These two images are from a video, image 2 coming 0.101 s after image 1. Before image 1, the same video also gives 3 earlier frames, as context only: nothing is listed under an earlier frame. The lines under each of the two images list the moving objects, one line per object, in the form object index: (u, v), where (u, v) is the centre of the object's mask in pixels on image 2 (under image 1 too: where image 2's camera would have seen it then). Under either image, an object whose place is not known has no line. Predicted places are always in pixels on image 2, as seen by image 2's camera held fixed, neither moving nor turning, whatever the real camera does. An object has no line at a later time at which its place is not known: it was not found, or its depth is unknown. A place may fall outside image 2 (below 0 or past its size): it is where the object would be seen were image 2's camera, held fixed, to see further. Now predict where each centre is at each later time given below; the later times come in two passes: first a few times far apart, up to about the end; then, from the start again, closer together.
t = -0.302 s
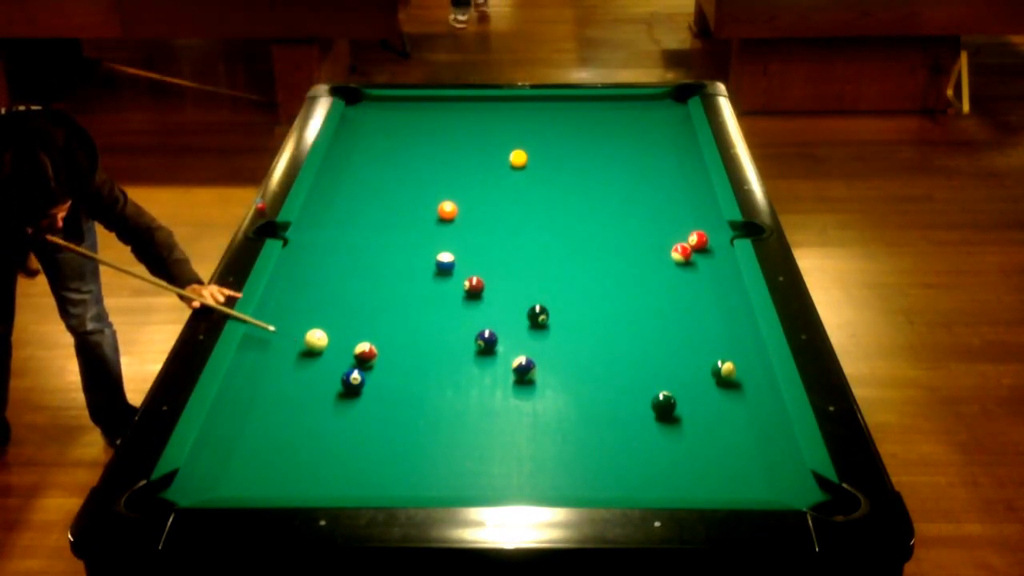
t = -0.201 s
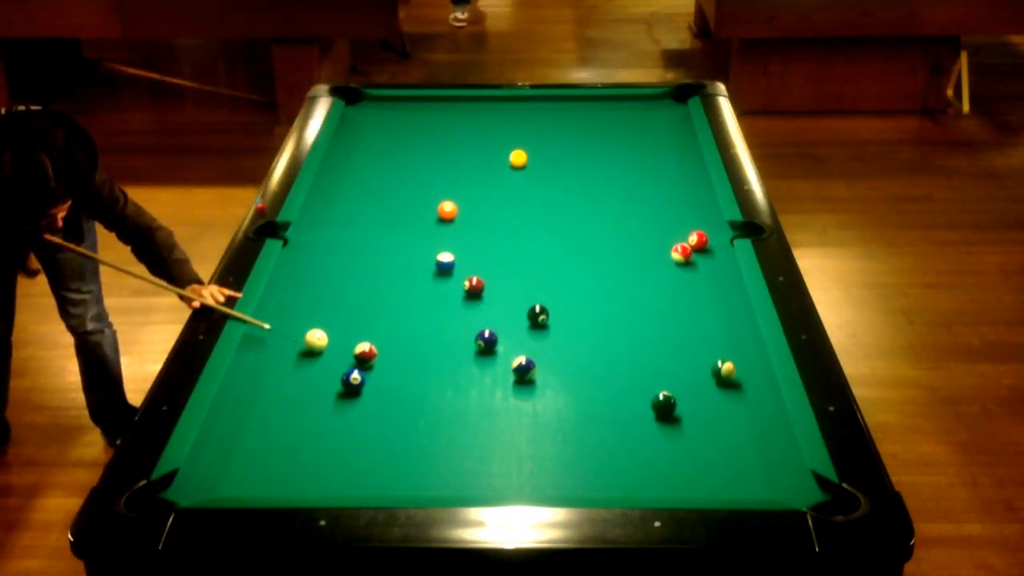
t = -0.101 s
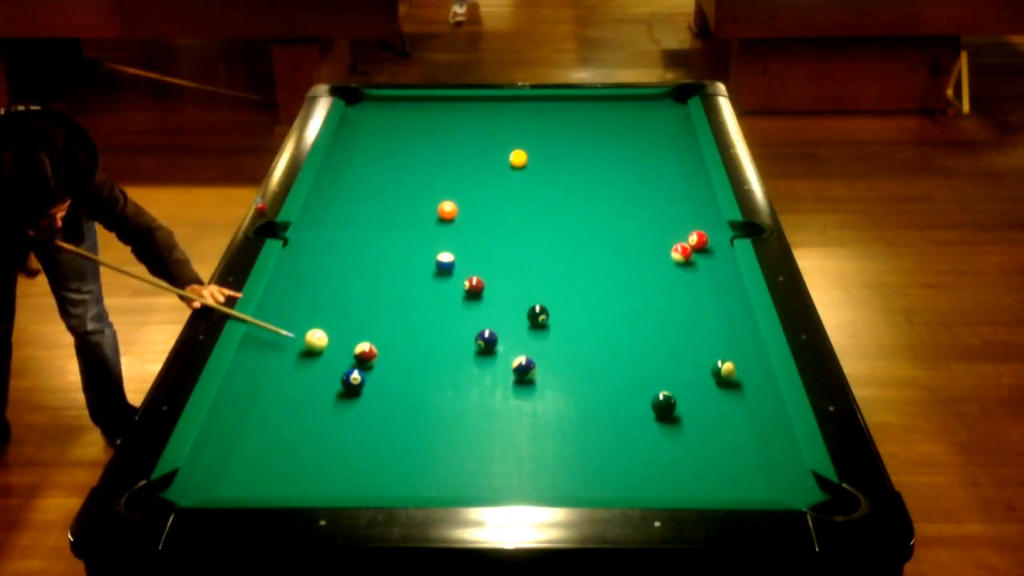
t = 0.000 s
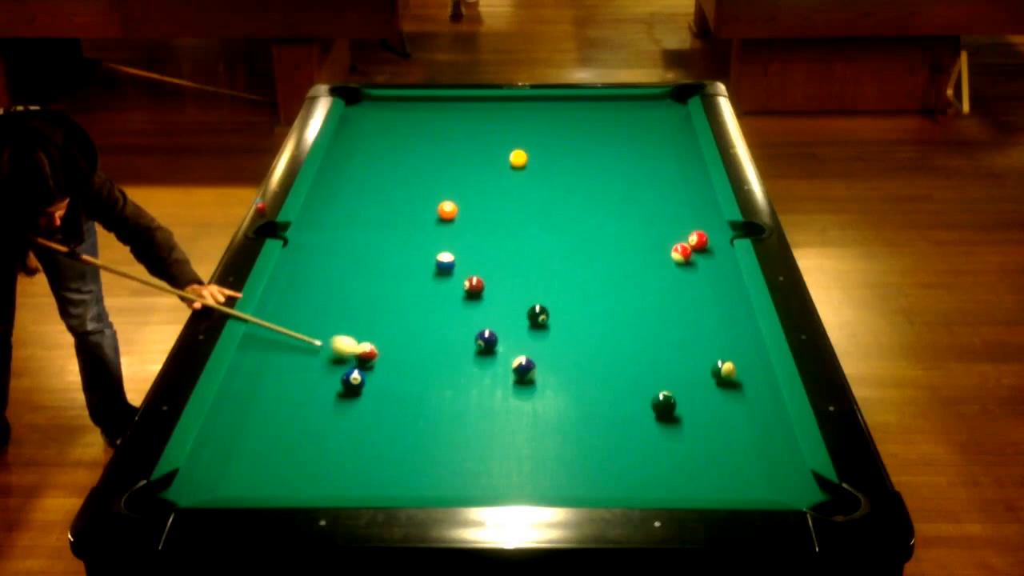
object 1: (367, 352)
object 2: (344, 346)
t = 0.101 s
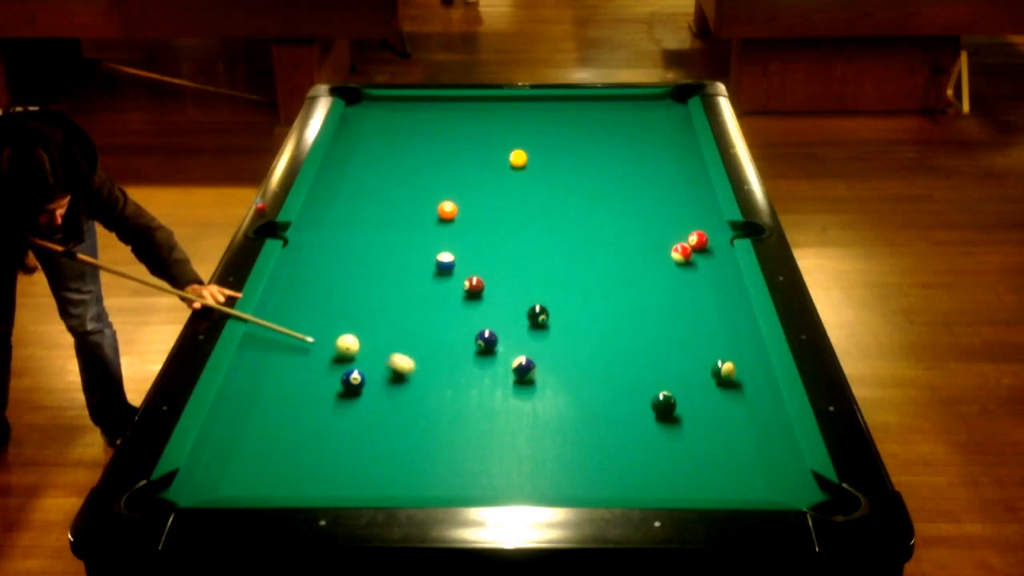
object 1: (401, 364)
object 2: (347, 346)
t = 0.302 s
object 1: (464, 384)
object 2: (347, 341)
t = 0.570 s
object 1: (549, 414)
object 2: (347, 337)
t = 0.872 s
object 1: (654, 450)
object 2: (347, 333)
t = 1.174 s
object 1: (766, 487)
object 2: (347, 331)
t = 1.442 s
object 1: (803, 482)
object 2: (347, 331)
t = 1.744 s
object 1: (791, 494)
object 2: (346, 331)
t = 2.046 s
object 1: (792, 493)
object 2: (346, 331)
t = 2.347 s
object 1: (794, 492)
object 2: (346, 331)
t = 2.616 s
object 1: (795, 492)
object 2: (347, 331)
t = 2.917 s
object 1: (795, 493)
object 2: (347, 331)
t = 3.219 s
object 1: (795, 493)
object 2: (346, 331)
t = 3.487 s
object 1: (795, 493)
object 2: (347, 331)
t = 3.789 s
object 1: (795, 493)
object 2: (347, 331)
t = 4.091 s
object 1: (795, 493)
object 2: (346, 331)
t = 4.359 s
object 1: (795, 493)
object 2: (346, 331)
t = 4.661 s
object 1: (796, 493)
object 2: (346, 331)
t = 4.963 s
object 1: (795, 493)
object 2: (346, 332)
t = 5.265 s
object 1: (795, 492)
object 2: (346, 332)
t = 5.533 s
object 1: (795, 493)
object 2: (346, 332)
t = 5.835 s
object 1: (796, 493)
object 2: (346, 332)
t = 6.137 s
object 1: (796, 493)
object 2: (346, 332)
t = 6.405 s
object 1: (796, 493)
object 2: (346, 332)
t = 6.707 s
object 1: (796, 493)
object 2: (346, 332)
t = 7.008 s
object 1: (796, 493)
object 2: (346, 332)
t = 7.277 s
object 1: (795, 493)
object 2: (346, 332)
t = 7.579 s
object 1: (795, 493)
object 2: (346, 332)
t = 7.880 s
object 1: (795, 493)
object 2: (346, 332)
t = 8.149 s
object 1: (796, 493)
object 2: (346, 332)
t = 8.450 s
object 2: (346, 332)
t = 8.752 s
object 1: (795, 491)
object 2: (346, 332)
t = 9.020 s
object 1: (795, 491)
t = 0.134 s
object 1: (410, 367)
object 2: (347, 345)
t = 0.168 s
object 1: (421, 370)
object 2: (347, 344)
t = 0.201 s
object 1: (432, 374)
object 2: (347, 343)
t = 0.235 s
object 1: (441, 377)
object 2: (348, 342)
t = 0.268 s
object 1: (452, 380)
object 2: (348, 341)
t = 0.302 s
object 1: (464, 384)
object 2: (347, 341)
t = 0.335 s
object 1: (472, 388)
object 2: (347, 340)
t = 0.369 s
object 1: (484, 390)
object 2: (347, 340)
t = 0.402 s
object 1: (496, 395)
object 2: (347, 339)
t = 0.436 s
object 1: (505, 400)
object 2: (347, 339)
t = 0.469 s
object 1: (515, 402)
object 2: (347, 338)
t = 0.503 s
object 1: (528, 406)
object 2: (347, 338)
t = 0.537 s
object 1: (538, 411)
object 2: (347, 337)
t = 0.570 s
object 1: (549, 414)
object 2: (347, 337)
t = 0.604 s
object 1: (562, 418)
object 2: (347, 336)
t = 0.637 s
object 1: (573, 423)
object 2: (347, 336)
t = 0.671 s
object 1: (584, 425)
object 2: (347, 335)
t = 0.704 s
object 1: (596, 429)
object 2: (347, 335)
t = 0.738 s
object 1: (607, 434)
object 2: (347, 335)
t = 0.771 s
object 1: (618, 437)
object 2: (346, 334)
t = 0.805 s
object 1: (631, 440)
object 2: (347, 334)
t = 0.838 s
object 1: (642, 446)
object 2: (346, 333)
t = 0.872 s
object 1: (654, 450)
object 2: (347, 333)
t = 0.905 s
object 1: (667, 453)
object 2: (347, 333)
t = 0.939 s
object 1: (679, 459)
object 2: (346, 333)
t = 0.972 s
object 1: (690, 463)
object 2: (347, 332)
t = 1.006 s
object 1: (705, 466)
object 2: (347, 332)
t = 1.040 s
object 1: (717, 471)
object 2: (347, 332)
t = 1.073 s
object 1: (727, 475)
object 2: (347, 332)
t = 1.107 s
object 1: (742, 479)
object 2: (347, 331)
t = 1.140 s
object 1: (756, 485)
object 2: (347, 331)
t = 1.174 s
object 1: (766, 487)
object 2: (347, 331)
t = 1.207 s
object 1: (775, 486)
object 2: (347, 331)
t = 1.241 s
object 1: (782, 484)
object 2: (347, 331)
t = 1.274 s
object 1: (788, 482)
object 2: (347, 331)
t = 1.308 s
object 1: (797, 481)
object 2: (347, 331)
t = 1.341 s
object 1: (805, 476)
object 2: (347, 331)
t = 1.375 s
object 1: (806, 478)
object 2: (347, 331)
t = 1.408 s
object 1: (805, 479)
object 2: (347, 331)
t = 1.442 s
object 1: (803, 482)
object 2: (347, 331)
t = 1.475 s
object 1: (802, 484)
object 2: (347, 331)
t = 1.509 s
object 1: (800, 486)
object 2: (346, 331)
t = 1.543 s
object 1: (799, 488)
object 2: (346, 331)
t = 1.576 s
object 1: (797, 490)
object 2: (346, 331)
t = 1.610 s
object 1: (796, 491)
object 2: (346, 331)
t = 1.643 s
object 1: (795, 491)
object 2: (346, 331)
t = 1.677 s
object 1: (794, 492)
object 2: (346, 331)
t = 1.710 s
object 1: (792, 493)
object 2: (346, 331)
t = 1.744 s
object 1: (791, 494)
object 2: (346, 331)
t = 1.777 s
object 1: (790, 494)
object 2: (346, 331)
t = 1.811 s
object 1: (790, 494)
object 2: (346, 331)
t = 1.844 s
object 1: (790, 494)
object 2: (346, 331)
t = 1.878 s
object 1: (790, 494)
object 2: (346, 331)
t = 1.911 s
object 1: (790, 494)
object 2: (346, 331)
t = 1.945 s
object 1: (791, 494)
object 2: (346, 331)
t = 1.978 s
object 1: (791, 494)
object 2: (346, 331)
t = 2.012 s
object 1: (791, 493)
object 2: (346, 331)
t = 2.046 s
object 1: (792, 493)
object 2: (346, 331)
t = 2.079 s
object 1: (792, 493)
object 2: (346, 331)
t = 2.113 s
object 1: (792, 493)
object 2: (346, 331)
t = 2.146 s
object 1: (793, 493)
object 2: (346, 331)
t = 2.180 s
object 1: (793, 493)
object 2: (346, 331)
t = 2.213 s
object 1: (793, 493)
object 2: (346, 331)
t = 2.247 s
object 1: (793, 493)
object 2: (346, 331)
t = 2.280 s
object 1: (794, 493)
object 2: (346, 331)
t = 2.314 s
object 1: (794, 492)
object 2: (346, 331)
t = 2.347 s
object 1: (794, 492)
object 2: (346, 331)
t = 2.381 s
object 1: (794, 492)
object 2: (346, 331)
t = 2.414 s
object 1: (795, 492)
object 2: (346, 331)
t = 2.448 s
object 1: (795, 492)
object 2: (346, 331)
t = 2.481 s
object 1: (795, 492)
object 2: (346, 331)
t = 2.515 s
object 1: (795, 492)
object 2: (346, 331)
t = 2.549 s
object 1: (795, 492)
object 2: (346, 331)
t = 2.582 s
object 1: (795, 492)
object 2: (346, 331)
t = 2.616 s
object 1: (795, 492)
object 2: (347, 331)
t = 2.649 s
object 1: (795, 493)
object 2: (347, 331)
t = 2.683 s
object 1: (795, 493)
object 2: (347, 331)
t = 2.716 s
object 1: (795, 493)
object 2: (347, 331)
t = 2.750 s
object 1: (795, 493)
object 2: (347, 331)
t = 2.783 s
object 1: (795, 493)
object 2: (347, 331)
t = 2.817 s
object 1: (795, 493)
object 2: (347, 331)
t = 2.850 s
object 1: (795, 493)
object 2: (347, 331)
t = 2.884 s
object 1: (795, 493)
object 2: (347, 331)
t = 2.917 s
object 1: (795, 493)
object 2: (347, 331)
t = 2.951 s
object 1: (795, 493)
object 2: (347, 331)
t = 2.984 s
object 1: (795, 493)
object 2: (346, 331)
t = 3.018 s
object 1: (795, 493)
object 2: (346, 331)
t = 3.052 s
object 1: (795, 493)
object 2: (346, 331)
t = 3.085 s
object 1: (795, 493)
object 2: (347, 331)
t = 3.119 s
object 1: (795, 493)
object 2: (347, 331)
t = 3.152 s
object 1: (795, 493)
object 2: (347, 331)
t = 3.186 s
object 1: (795, 493)
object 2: (346, 331)
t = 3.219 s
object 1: (795, 493)
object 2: (346, 331)
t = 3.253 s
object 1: (795, 493)
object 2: (346, 331)
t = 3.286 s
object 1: (795, 493)
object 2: (346, 331)
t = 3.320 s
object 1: (795, 493)
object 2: (346, 331)
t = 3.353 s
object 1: (795, 493)
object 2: (346, 331)
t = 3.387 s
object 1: (795, 493)
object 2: (347, 331)
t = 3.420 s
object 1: (795, 493)
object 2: (347, 331)
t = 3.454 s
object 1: (795, 493)
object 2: (347, 331)
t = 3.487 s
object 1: (795, 493)
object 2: (347, 331)
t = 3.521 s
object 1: (795, 493)
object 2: (347, 331)
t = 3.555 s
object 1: (795, 493)
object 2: (346, 331)
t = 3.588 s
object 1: (795, 493)
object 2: (347, 331)
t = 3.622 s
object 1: (795, 493)
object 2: (346, 331)
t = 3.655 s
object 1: (795, 493)
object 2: (346, 331)
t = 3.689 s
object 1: (795, 493)
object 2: (347, 331)
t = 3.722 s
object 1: (795, 493)
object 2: (346, 331)
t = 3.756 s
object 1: (795, 493)
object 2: (347, 331)
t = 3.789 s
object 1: (795, 493)
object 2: (347, 331)
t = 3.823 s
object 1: (795, 493)
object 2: (347, 331)
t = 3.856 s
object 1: (795, 493)
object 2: (347, 331)
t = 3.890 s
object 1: (795, 493)
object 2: (346, 331)
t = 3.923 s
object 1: (795, 493)
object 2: (346, 331)
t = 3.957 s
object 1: (795, 493)
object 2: (347, 331)
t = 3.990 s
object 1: (795, 493)
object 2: (346, 331)
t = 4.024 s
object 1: (795, 493)
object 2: (346, 331)
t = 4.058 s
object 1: (795, 493)
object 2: (346, 331)
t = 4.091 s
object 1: (795, 493)
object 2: (346, 331)
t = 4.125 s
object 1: (795, 493)
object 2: (346, 331)
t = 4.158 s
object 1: (795, 493)
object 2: (346, 331)
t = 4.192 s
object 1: (795, 493)
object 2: (346, 331)
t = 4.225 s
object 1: (795, 493)
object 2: (346, 331)
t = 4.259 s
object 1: (795, 493)
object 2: (346, 331)
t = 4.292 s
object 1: (795, 493)
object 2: (346, 331)
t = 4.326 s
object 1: (795, 493)
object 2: (346, 331)
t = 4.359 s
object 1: (795, 493)
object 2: (346, 331)
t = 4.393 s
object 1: (795, 493)
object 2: (346, 331)
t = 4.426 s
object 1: (795, 493)
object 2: (346, 331)
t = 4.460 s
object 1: (795, 493)
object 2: (346, 331)
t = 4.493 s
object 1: (795, 493)
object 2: (346, 331)
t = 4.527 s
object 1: (796, 493)
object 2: (346, 331)
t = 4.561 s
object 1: (795, 493)
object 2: (346, 331)
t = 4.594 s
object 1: (795, 493)
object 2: (346, 331)
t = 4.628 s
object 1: (795, 493)
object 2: (346, 331)
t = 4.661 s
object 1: (796, 493)
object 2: (346, 331)
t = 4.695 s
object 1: (795, 493)
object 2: (346, 331)
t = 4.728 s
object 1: (796, 493)
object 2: (346, 332)
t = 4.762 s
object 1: (796, 493)
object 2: (346, 332)
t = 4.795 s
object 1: (796, 493)
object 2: (346, 332)
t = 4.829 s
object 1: (795, 493)
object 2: (346, 332)
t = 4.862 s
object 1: (795, 493)
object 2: (346, 332)
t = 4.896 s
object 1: (795, 493)
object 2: (346, 332)
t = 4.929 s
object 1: (795, 493)
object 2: (346, 332)
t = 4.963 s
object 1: (795, 493)
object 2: (346, 332)
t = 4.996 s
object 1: (795, 493)
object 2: (346, 332)
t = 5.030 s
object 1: (795, 493)
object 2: (346, 332)
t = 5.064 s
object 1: (796, 493)
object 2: (346, 332)
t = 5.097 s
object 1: (795, 493)
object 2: (346, 332)
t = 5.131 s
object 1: (795, 493)
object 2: (346, 332)
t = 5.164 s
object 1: (796, 492)
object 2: (346, 332)
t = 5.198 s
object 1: (795, 492)
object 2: (346, 332)
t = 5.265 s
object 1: (795, 492)
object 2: (346, 332)
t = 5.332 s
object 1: (795, 492)
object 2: (346, 332)
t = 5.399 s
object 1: (795, 492)
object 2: (346, 332)
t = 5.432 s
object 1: (795, 493)
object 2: (346, 332)
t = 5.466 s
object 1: (795, 493)
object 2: (346, 332)
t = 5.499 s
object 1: (795, 493)
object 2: (346, 332)
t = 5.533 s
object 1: (795, 493)
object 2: (346, 332)
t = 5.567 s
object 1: (796, 493)
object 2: (346, 332)
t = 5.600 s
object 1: (795, 493)
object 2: (346, 332)
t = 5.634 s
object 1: (796, 493)
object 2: (346, 332)
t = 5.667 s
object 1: (795, 493)
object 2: (346, 332)
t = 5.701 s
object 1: (796, 493)
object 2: (346, 332)
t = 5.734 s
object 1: (796, 493)
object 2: (346, 332)
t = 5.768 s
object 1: (796, 493)
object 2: (346, 332)
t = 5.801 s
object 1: (796, 493)
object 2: (346, 332)
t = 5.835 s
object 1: (796, 493)
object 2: (346, 332)
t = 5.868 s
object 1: (796, 493)
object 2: (346, 332)
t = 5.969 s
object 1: (796, 493)
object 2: (346, 332)
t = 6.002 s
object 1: (796, 493)
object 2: (346, 332)
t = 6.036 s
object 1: (796, 493)
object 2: (346, 332)
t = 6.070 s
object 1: (796, 493)
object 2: (346, 332)
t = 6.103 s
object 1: (796, 493)
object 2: (346, 332)
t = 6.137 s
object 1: (796, 493)
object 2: (346, 332)
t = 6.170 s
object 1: (796, 493)
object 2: (346, 332)
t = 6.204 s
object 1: (796, 493)
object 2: (346, 332)
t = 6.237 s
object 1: (796, 493)
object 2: (346, 332)
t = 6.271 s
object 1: (796, 493)
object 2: (346, 332)
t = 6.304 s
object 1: (796, 493)
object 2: (346, 332)
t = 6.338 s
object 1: (796, 493)
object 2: (346, 332)
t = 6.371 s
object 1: (796, 493)
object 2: (346, 332)
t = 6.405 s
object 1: (796, 493)
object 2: (346, 332)
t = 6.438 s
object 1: (796, 493)
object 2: (346, 332)
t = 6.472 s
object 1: (796, 493)
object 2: (346, 332)
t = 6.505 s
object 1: (796, 493)
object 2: (346, 332)
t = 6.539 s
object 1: (796, 493)
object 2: (346, 332)
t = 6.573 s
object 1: (796, 493)
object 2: (346, 332)
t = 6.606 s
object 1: (796, 493)
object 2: (346, 332)
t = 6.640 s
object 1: (796, 493)
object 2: (346, 332)
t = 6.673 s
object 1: (796, 493)
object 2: (346, 332)
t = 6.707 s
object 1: (796, 493)
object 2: (346, 332)
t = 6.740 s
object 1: (796, 493)
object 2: (346, 332)
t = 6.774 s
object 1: (796, 493)
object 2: (346, 332)
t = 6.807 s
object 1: (796, 493)
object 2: (346, 332)
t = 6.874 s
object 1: (796, 493)
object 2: (346, 332)
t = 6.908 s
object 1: (796, 493)
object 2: (346, 332)
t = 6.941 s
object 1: (796, 493)
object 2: (346, 332)
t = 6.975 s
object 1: (795, 493)
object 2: (346, 332)
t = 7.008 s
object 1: (796, 493)
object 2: (346, 332)
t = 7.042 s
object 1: (796, 493)
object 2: (346, 332)
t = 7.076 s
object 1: (795, 493)
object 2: (346, 332)
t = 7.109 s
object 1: (795, 493)
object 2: (346, 332)
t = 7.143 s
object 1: (795, 493)
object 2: (346, 332)
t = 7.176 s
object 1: (795, 493)
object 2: (346, 332)
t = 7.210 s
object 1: (795, 493)
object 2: (346, 332)
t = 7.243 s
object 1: (795, 493)
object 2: (346, 332)
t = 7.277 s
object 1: (795, 493)
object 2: (346, 332)
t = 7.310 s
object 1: (795, 493)
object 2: (346, 332)
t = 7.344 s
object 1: (795, 493)
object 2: (346, 332)
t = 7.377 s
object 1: (795, 493)
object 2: (346, 332)
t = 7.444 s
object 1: (795, 493)
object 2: (346, 332)
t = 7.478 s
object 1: (795, 493)
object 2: (346, 332)
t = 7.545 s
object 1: (795, 493)
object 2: (346, 332)
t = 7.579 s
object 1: (795, 493)
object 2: (346, 332)
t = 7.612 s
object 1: (795, 493)
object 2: (346, 332)
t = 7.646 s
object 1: (796, 493)
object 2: (346, 332)
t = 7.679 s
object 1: (796, 493)
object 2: (346, 332)
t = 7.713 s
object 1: (796, 493)
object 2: (346, 332)
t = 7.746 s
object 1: (796, 493)
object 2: (346, 332)
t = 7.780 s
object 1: (796, 493)
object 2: (346, 332)
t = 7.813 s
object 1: (796, 493)
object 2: (346, 332)
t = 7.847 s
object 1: (796, 493)
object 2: (346, 332)
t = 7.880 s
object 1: (795, 493)
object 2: (346, 332)
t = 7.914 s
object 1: (795, 493)
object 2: (346, 332)
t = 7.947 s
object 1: (796, 493)
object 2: (346, 332)
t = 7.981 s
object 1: (795, 493)
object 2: (346, 332)
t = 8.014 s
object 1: (796, 493)
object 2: (346, 332)
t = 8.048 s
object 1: (796, 493)
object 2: (346, 332)
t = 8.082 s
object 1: (796, 493)
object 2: (346, 332)
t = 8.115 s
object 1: (796, 493)
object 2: (346, 332)
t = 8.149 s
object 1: (796, 493)
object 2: (346, 332)
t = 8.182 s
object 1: (796, 493)
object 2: (346, 332)
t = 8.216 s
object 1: (796, 493)
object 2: (346, 332)
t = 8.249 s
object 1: (796, 493)
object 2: (346, 332)
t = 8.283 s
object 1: (796, 493)
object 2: (346, 332)
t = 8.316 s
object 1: (796, 492)
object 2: (346, 332)
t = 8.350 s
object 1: (791, 488)
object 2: (346, 332)
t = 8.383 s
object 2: (346, 332)
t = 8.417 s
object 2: (346, 332)
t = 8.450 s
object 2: (346, 332)
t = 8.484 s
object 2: (346, 332)
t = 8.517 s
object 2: (346, 332)
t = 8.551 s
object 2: (346, 332)
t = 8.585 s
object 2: (346, 332)
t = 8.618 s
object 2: (346, 332)
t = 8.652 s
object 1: (796, 491)
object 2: (346, 332)
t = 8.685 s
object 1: (795, 491)
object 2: (346, 332)
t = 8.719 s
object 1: (795, 491)
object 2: (346, 332)
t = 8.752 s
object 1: (795, 491)
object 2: (346, 332)
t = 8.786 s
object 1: (795, 492)
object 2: (346, 332)
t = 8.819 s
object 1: (795, 491)
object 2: (346, 332)
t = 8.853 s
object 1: (795, 491)
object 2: (346, 332)
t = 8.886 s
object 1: (795, 491)
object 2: (346, 332)
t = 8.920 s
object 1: (795, 491)
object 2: (346, 332)
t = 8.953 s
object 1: (795, 492)
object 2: (346, 332)
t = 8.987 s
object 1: (795, 491)
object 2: (343, 333)
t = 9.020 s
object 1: (795, 491)
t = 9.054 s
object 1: (795, 491)
